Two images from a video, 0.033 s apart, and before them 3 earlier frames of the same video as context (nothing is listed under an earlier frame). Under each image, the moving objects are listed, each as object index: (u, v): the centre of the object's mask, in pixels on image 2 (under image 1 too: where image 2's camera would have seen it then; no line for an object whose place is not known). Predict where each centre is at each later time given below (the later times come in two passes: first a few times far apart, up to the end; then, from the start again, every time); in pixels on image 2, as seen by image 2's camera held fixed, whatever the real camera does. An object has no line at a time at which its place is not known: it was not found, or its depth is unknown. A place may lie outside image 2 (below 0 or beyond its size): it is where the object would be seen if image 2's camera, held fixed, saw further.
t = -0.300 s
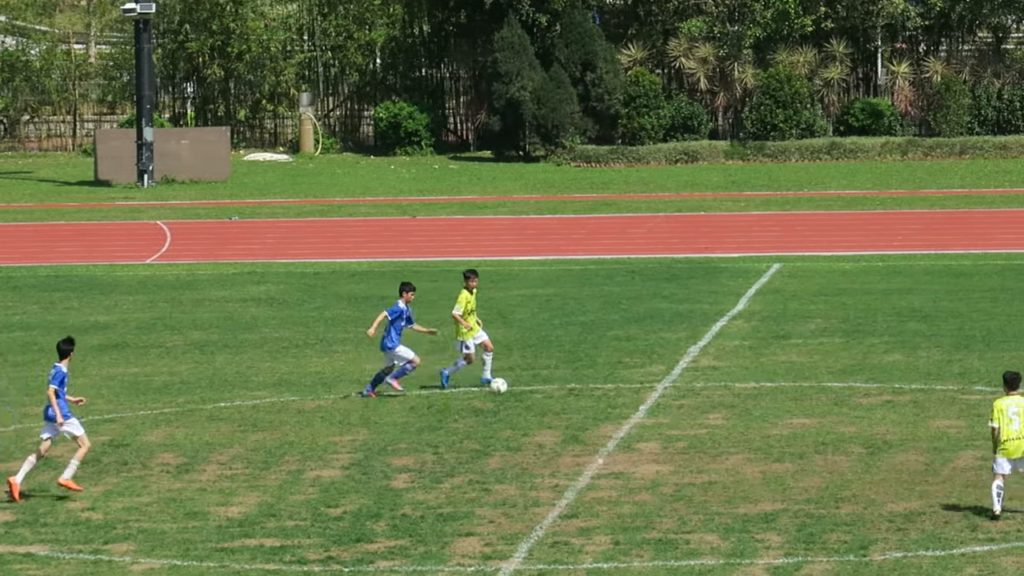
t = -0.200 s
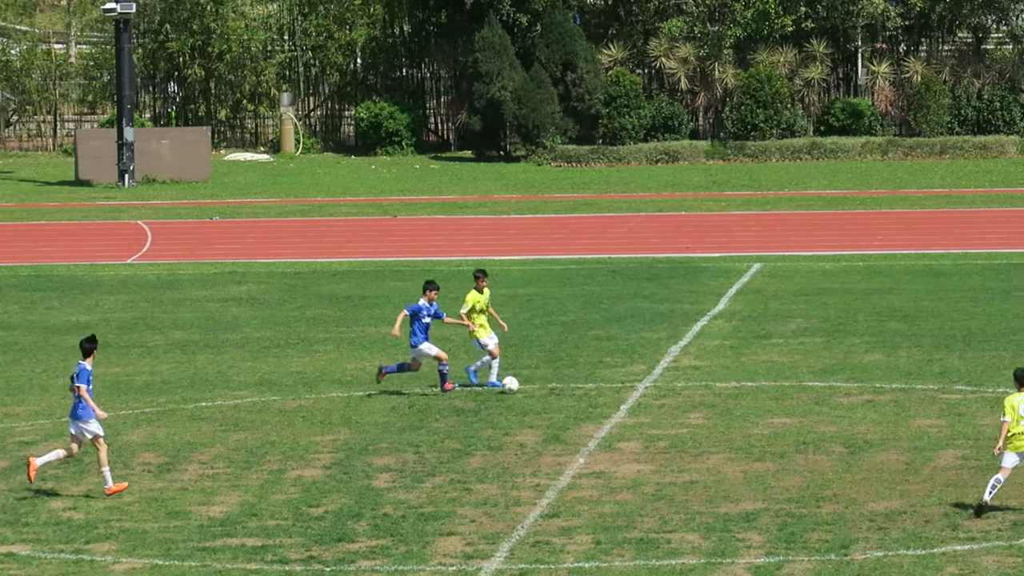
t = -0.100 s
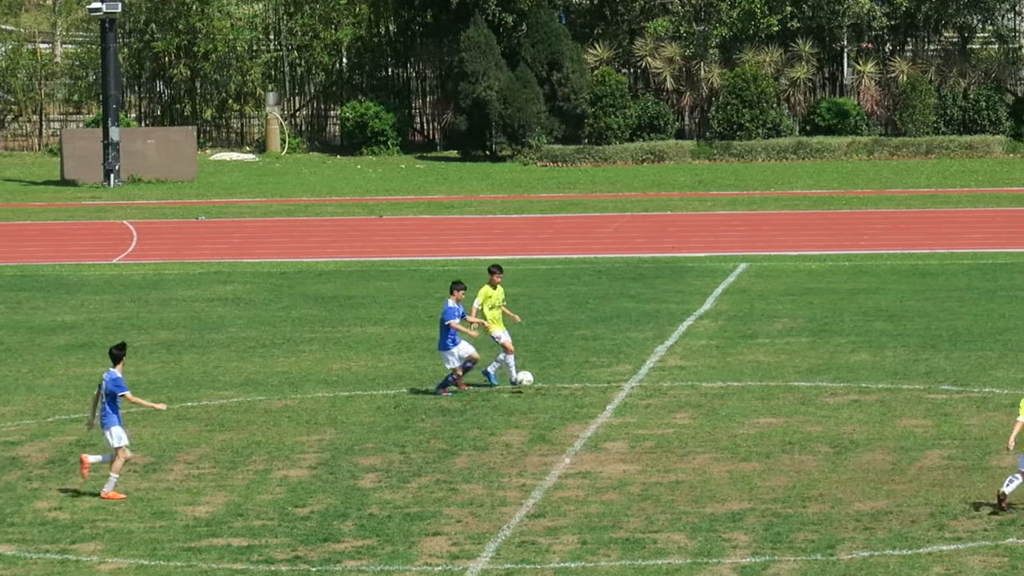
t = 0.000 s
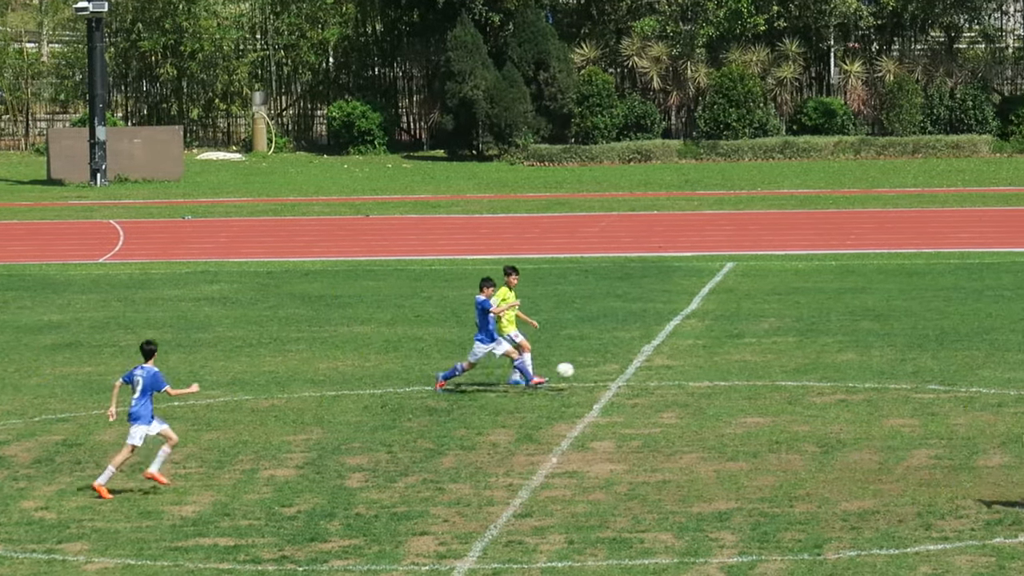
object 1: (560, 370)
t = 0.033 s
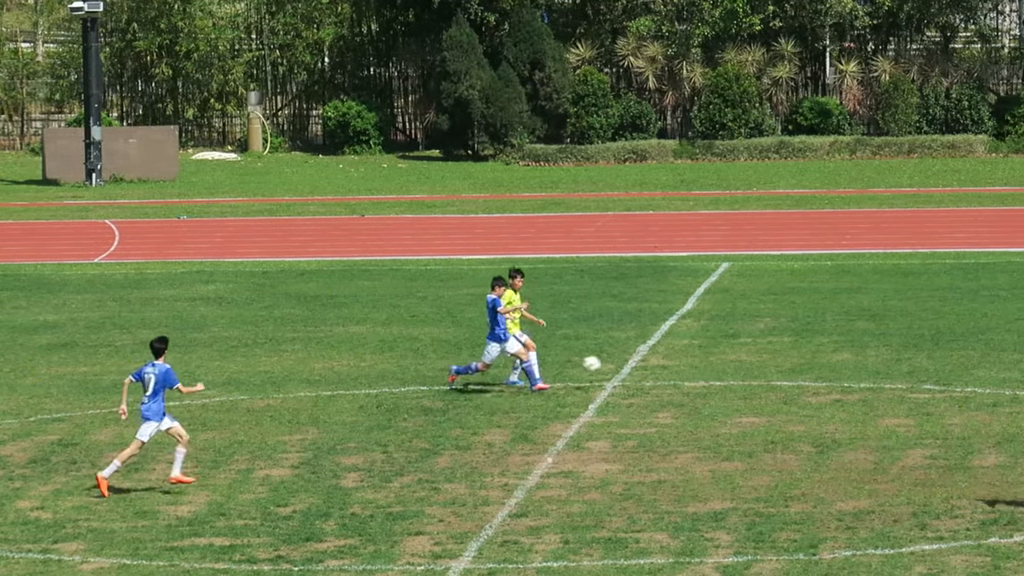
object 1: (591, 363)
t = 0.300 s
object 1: (837, 342)
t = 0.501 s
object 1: (1020, 354)
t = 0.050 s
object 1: (607, 360)
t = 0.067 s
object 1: (622, 358)
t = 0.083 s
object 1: (637, 356)
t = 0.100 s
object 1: (654, 354)
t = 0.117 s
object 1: (668, 352)
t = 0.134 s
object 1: (683, 349)
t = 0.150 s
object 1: (699, 348)
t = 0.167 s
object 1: (714, 346)
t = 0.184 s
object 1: (730, 345)
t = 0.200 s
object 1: (745, 344)
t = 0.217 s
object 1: (761, 343)
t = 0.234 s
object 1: (776, 342)
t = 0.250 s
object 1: (791, 342)
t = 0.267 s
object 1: (806, 342)
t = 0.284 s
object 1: (822, 341)
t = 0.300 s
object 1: (837, 342)
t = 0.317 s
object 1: (852, 342)
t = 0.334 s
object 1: (867, 342)
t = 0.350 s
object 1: (882, 343)
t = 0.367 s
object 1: (897, 343)
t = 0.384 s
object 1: (912, 344)
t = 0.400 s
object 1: (928, 345)
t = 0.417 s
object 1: (943, 346)
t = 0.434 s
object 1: (958, 347)
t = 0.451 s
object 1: (974, 349)
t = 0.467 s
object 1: (990, 350)
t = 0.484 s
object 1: (1005, 352)
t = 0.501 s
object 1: (1020, 354)
